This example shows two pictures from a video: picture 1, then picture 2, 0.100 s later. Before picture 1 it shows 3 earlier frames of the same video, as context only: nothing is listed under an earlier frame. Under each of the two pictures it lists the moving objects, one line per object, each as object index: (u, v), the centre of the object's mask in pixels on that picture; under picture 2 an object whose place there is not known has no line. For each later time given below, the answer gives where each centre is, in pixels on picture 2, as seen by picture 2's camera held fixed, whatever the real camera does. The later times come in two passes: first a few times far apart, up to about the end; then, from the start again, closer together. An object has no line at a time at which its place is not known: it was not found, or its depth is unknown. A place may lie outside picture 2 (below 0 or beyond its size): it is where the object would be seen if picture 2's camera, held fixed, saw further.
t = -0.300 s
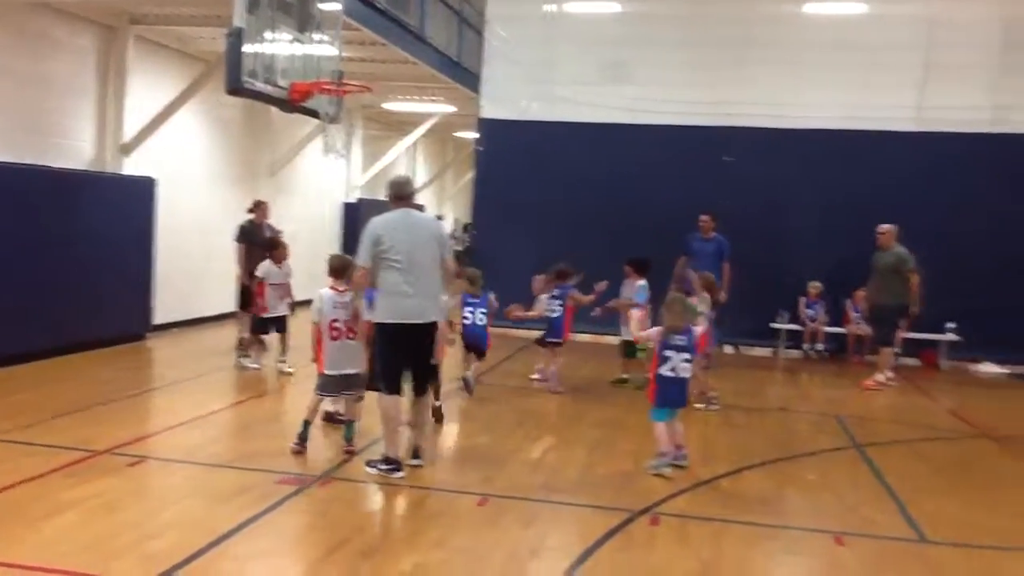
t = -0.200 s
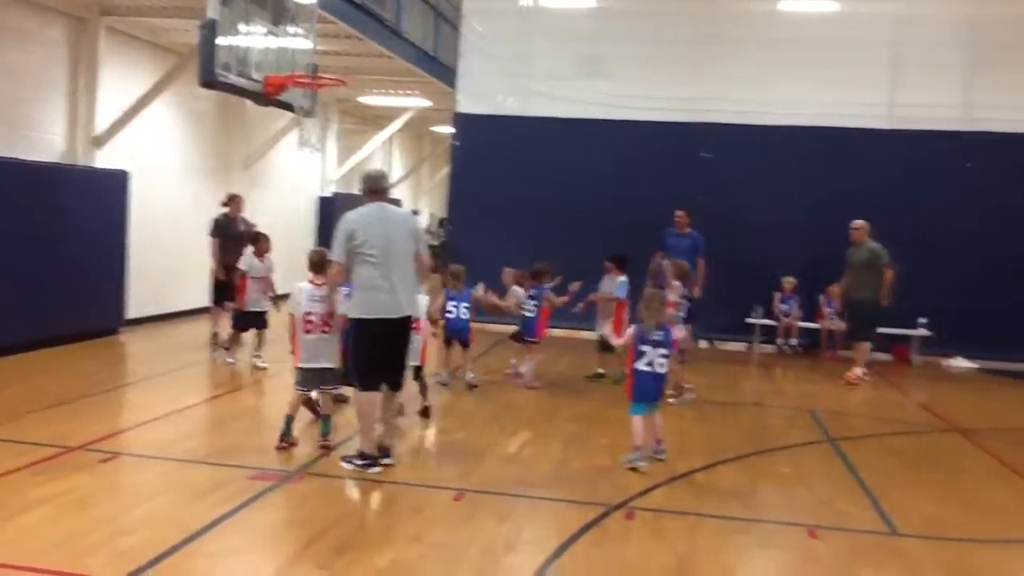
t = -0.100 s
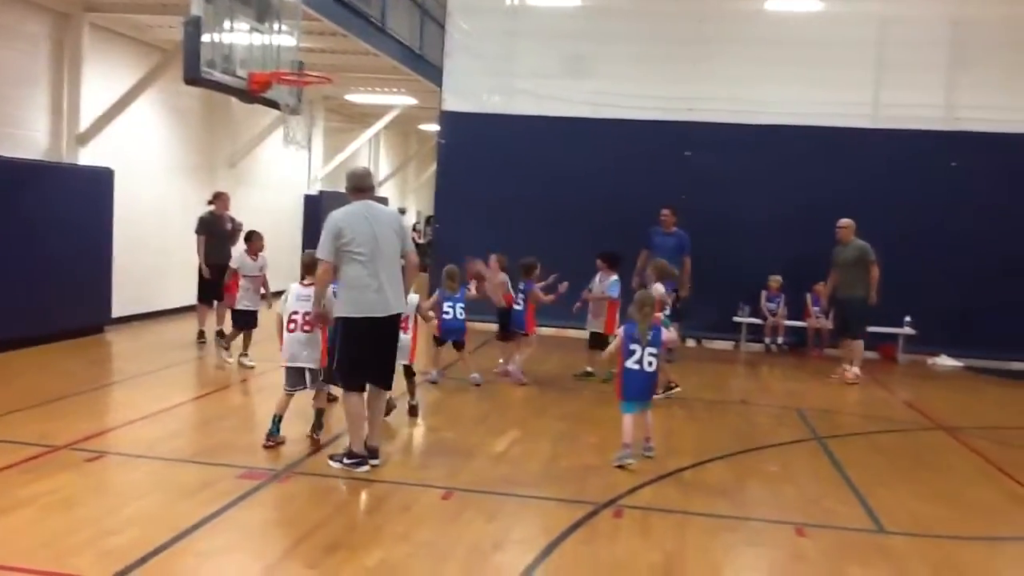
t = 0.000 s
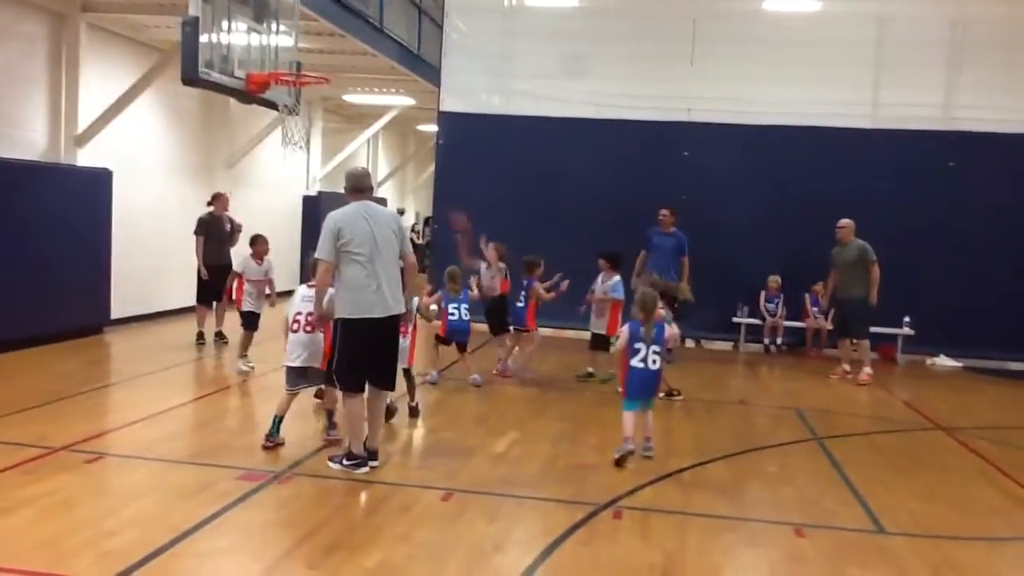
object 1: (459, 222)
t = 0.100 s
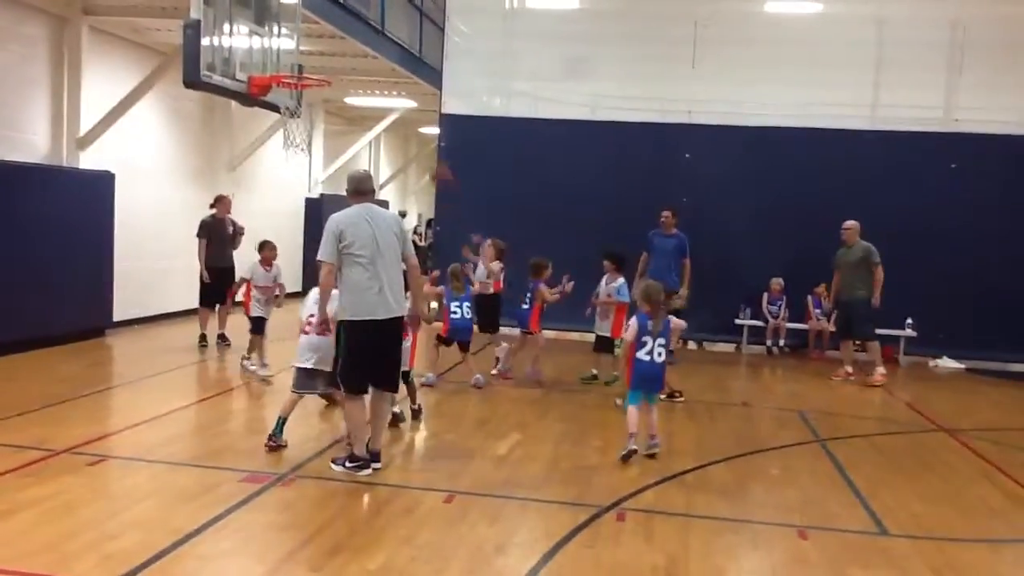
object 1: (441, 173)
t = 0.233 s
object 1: (408, 115)
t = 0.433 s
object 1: (351, 47)
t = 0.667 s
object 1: (278, 20)
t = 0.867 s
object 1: (270, 48)
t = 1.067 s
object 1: (284, 134)
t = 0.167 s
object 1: (424, 142)
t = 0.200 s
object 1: (416, 126)
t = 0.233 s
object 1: (408, 115)
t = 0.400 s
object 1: (360, 55)
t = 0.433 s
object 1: (351, 47)
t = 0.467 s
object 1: (341, 38)
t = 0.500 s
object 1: (331, 32)
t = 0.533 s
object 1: (321, 27)
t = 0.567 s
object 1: (310, 23)
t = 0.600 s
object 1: (299, 20)
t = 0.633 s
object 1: (289, 19)
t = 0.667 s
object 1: (278, 20)
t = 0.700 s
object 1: (264, 20)
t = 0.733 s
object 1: (261, 22)
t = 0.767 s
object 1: (263, 24)
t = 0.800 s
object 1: (265, 29)
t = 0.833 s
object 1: (266, 38)
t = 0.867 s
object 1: (270, 48)
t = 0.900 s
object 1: (272, 58)
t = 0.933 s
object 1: (272, 66)
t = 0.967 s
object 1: (276, 81)
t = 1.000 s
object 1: (276, 96)
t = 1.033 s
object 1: (281, 116)
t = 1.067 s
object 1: (284, 134)
